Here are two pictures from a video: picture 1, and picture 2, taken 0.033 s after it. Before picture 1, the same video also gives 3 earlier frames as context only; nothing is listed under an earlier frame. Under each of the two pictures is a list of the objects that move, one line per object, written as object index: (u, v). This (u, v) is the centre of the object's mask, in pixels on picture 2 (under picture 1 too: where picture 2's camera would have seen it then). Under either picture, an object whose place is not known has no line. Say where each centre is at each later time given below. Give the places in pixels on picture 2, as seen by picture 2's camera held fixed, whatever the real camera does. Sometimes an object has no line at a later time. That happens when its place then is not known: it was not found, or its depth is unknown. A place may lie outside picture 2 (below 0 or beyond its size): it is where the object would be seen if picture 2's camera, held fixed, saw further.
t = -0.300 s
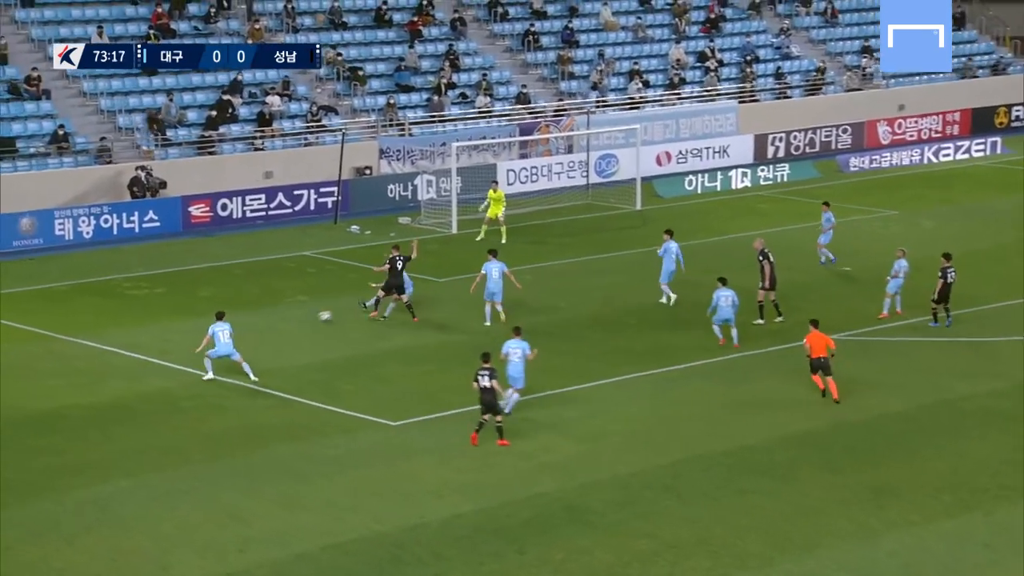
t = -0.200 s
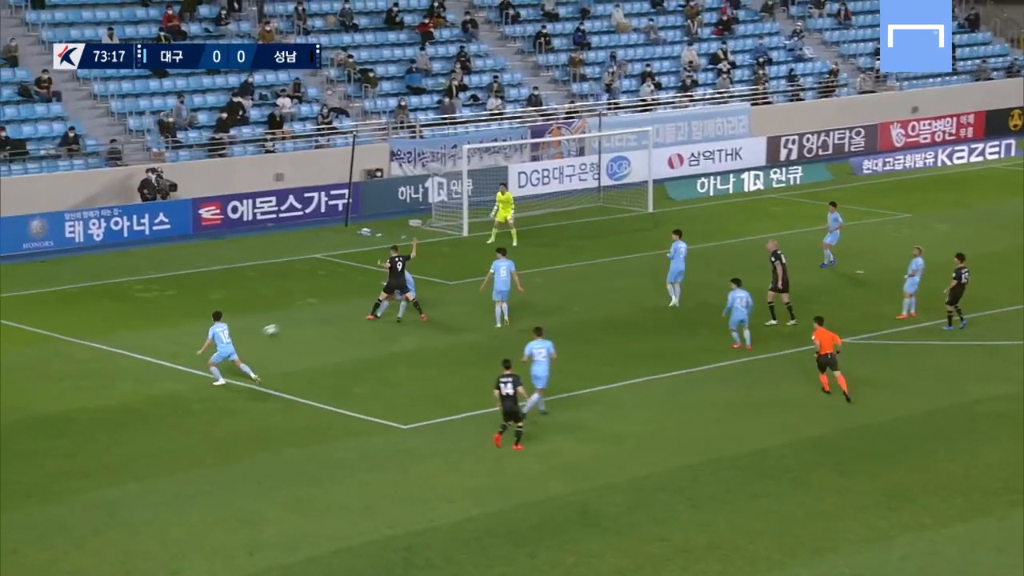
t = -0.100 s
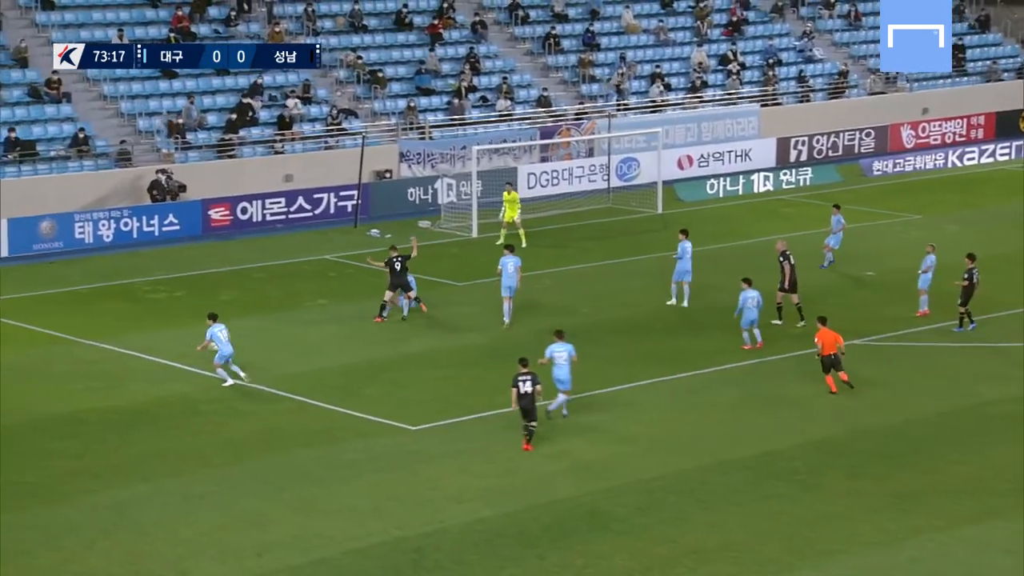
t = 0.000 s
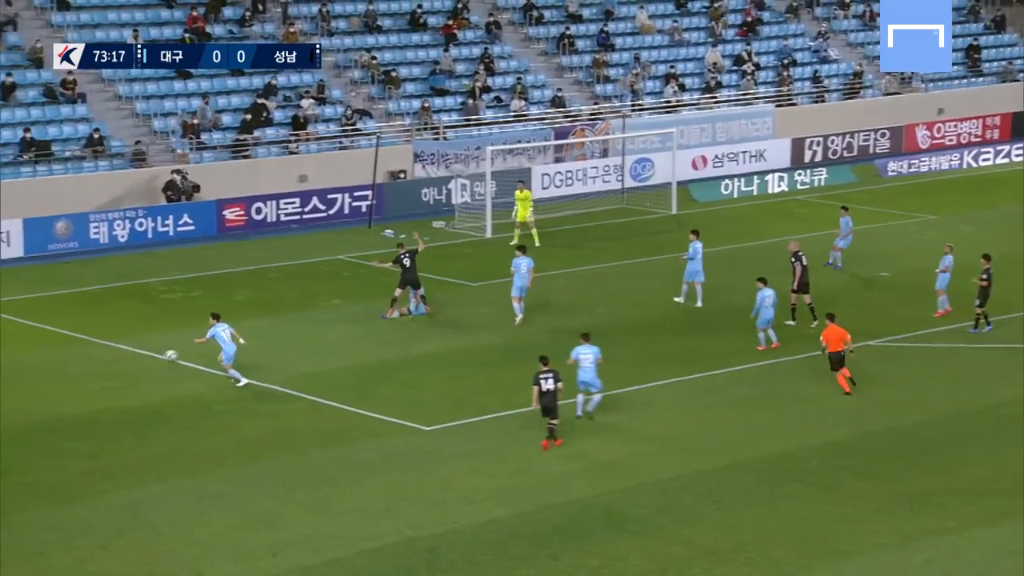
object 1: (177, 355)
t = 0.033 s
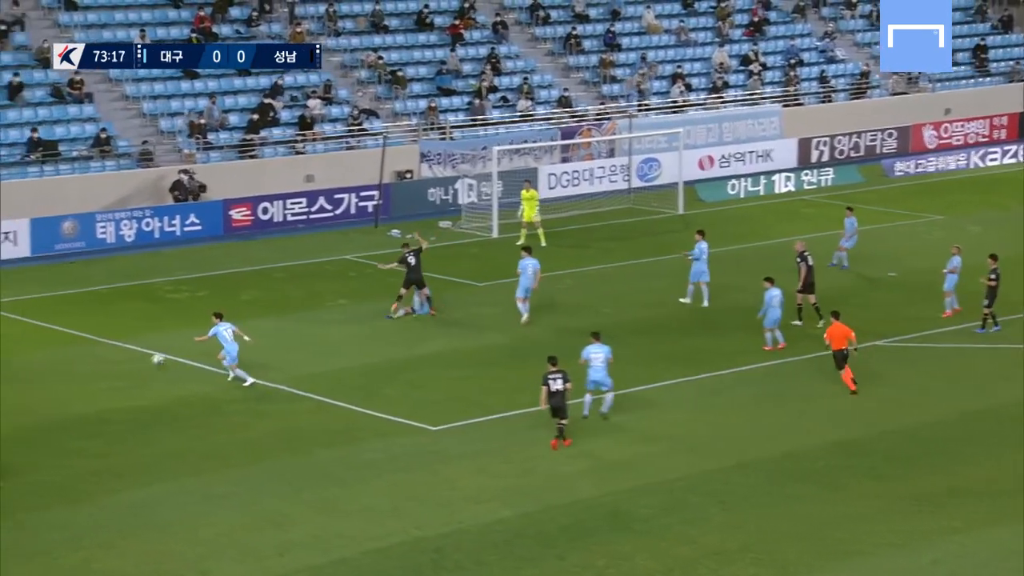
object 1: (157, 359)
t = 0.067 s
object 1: (138, 365)
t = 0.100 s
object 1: (119, 371)
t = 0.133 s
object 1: (99, 377)
